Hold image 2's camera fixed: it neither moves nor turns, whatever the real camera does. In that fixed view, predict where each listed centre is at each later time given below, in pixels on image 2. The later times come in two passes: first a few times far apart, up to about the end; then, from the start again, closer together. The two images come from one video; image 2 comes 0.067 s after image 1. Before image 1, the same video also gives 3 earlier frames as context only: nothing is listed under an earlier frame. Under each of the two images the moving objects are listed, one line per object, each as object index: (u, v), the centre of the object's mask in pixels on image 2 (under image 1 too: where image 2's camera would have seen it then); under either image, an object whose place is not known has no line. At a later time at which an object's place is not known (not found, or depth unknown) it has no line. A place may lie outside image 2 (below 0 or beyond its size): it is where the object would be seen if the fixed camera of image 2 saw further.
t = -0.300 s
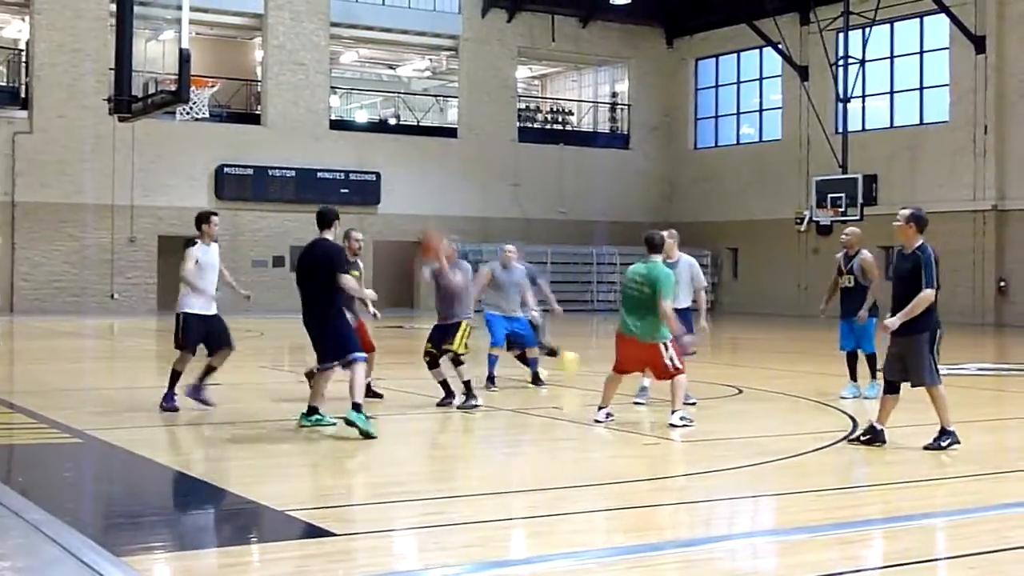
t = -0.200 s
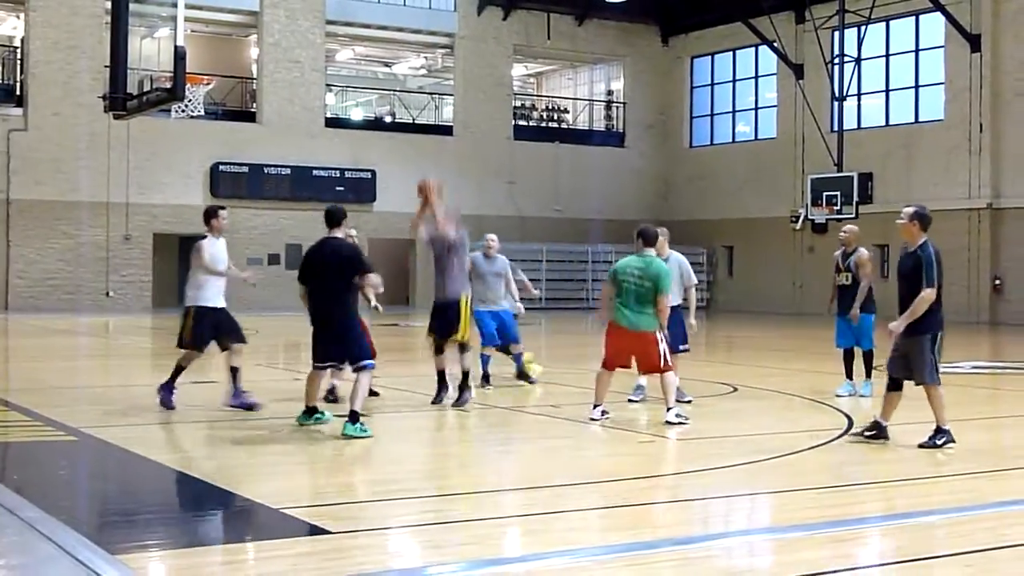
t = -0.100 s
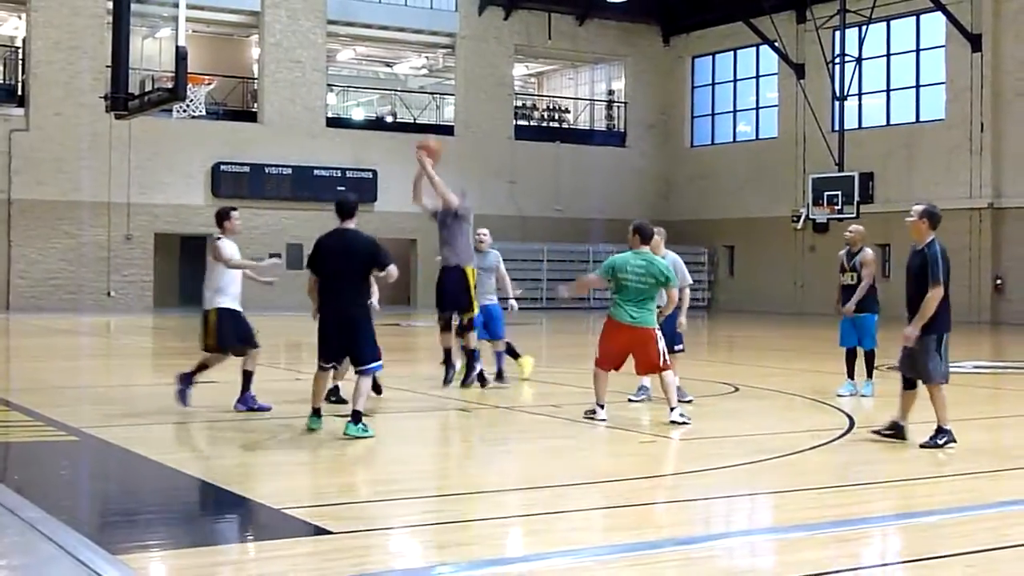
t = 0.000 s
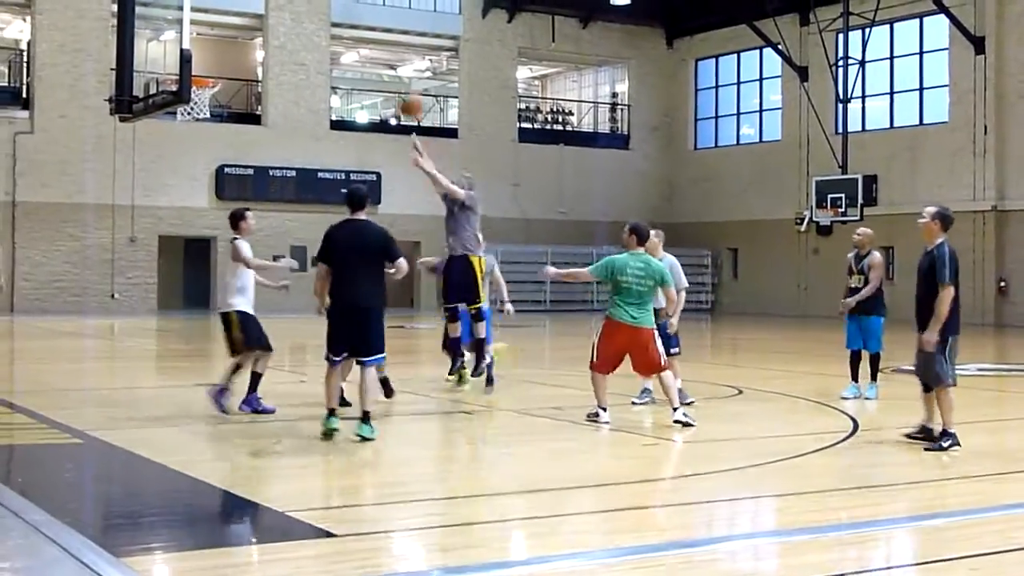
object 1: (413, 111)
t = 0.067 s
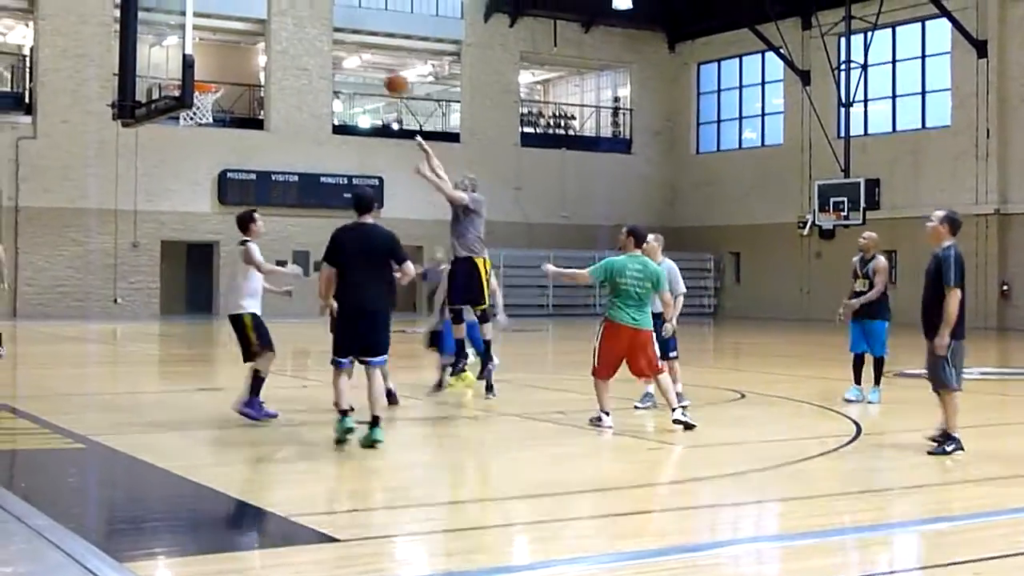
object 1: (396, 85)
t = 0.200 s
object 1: (363, 41)
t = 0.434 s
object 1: (304, 13)
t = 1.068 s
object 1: (207, 42)
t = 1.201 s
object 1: (203, 57)
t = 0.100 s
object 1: (387, 71)
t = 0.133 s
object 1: (382, 59)
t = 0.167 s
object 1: (369, 50)
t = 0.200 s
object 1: (363, 41)
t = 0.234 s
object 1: (354, 35)
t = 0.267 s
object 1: (346, 27)
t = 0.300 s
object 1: (338, 22)
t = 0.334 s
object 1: (330, 18)
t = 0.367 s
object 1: (321, 15)
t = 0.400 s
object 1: (312, 13)
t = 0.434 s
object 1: (304, 13)
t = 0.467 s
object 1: (295, 13)
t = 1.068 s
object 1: (207, 42)
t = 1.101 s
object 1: (205, 44)
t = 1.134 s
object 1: (205, 46)
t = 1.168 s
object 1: (204, 51)
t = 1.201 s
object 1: (203, 57)
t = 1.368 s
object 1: (201, 85)
